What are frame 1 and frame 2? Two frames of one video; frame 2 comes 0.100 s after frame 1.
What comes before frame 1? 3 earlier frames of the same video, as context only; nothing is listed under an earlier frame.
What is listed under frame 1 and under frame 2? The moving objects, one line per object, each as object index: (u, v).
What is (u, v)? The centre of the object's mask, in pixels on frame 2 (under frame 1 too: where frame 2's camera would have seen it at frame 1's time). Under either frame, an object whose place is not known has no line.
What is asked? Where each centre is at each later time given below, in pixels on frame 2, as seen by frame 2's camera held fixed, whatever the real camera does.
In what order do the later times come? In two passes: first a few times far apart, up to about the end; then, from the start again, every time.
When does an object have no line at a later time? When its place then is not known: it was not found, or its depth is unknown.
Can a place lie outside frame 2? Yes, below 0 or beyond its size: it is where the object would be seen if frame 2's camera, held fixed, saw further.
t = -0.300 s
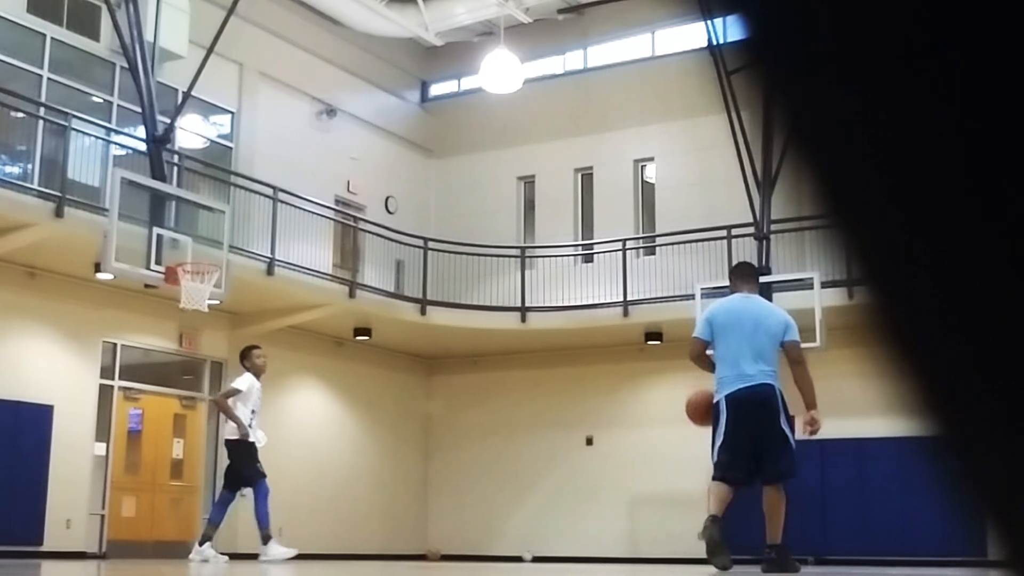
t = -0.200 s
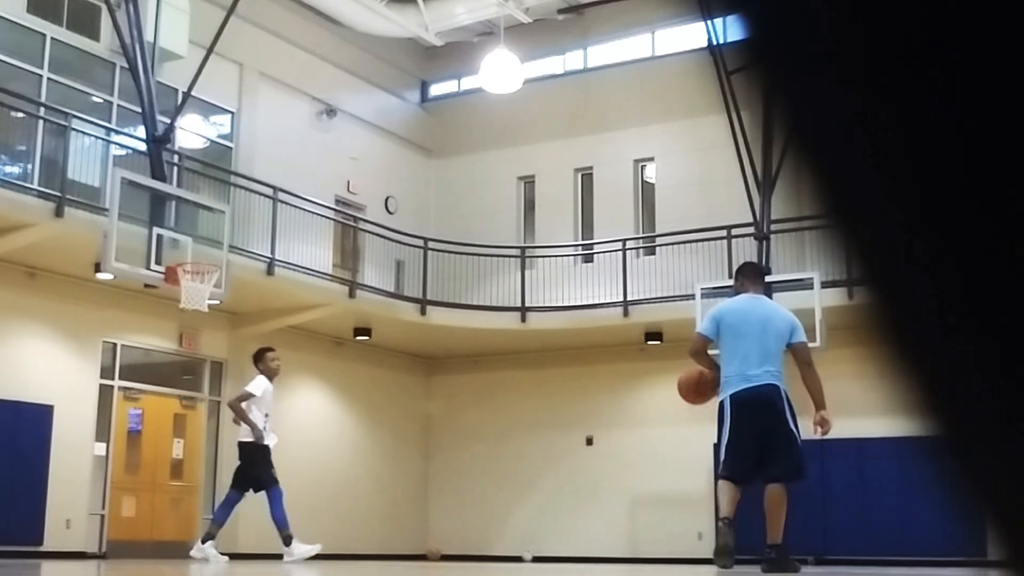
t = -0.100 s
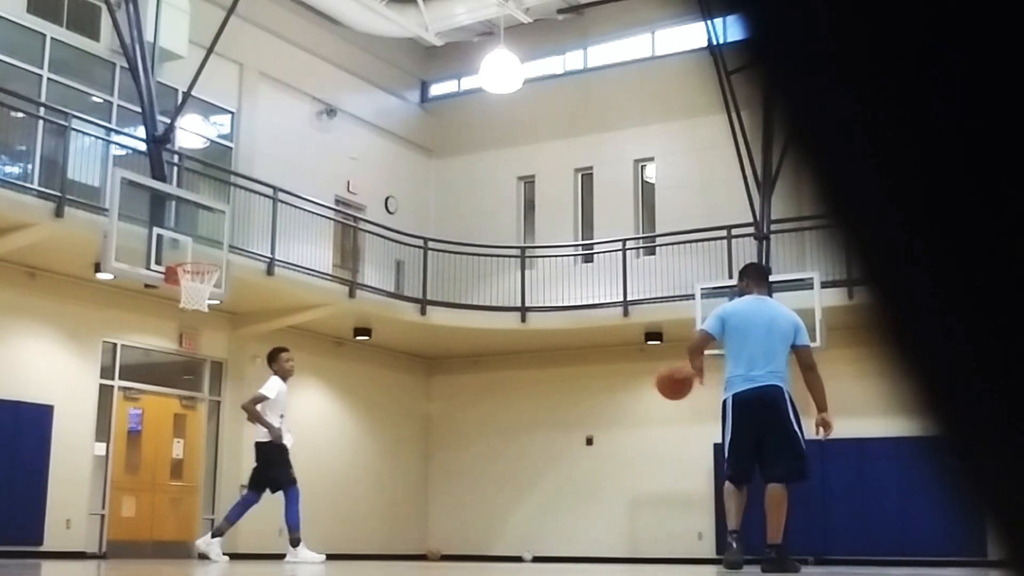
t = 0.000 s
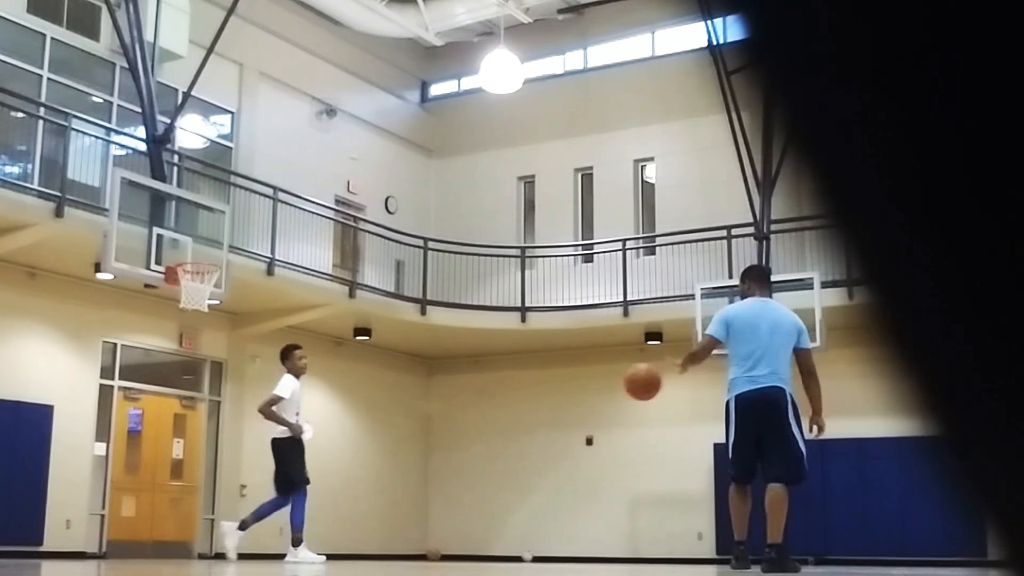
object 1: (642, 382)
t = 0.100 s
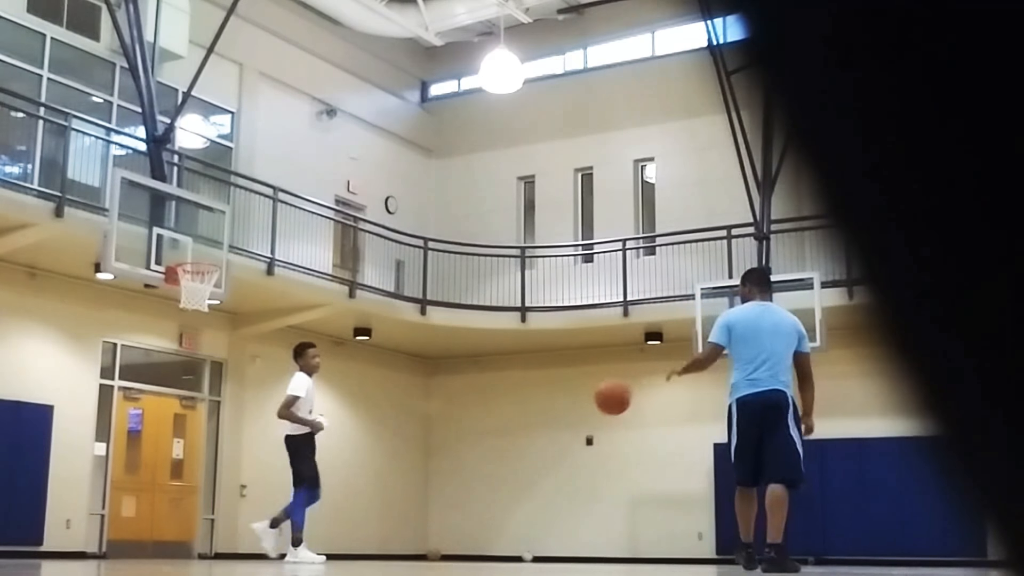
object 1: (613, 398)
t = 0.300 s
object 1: (557, 469)
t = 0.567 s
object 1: (500, 506)
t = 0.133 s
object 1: (603, 407)
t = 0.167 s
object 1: (593, 417)
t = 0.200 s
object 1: (585, 428)
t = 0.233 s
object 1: (575, 440)
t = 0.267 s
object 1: (566, 454)
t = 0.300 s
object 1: (557, 469)
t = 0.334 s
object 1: (548, 486)
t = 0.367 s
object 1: (540, 505)
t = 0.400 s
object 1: (532, 525)
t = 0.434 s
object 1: (523, 546)
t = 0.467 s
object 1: (517, 545)
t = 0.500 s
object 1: (511, 529)
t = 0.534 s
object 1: (505, 517)
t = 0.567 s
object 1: (500, 506)
